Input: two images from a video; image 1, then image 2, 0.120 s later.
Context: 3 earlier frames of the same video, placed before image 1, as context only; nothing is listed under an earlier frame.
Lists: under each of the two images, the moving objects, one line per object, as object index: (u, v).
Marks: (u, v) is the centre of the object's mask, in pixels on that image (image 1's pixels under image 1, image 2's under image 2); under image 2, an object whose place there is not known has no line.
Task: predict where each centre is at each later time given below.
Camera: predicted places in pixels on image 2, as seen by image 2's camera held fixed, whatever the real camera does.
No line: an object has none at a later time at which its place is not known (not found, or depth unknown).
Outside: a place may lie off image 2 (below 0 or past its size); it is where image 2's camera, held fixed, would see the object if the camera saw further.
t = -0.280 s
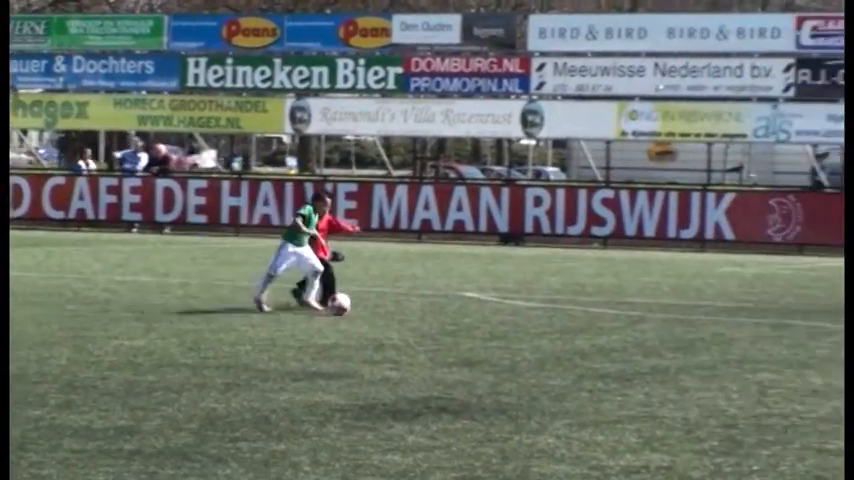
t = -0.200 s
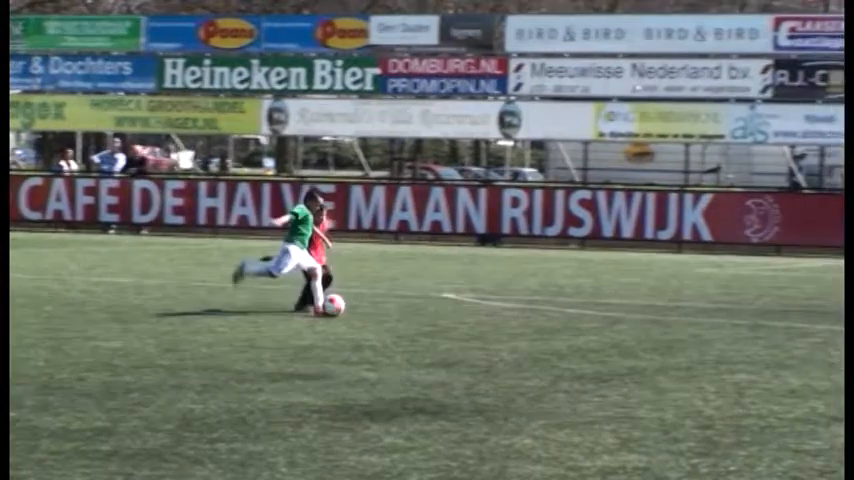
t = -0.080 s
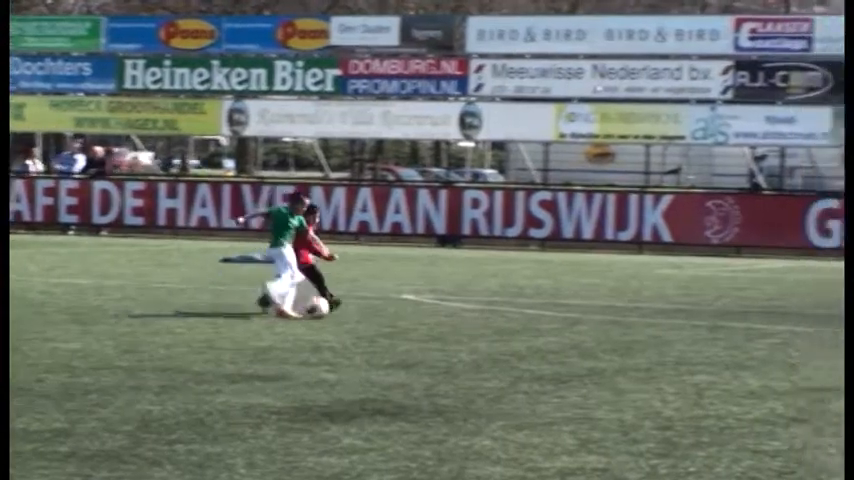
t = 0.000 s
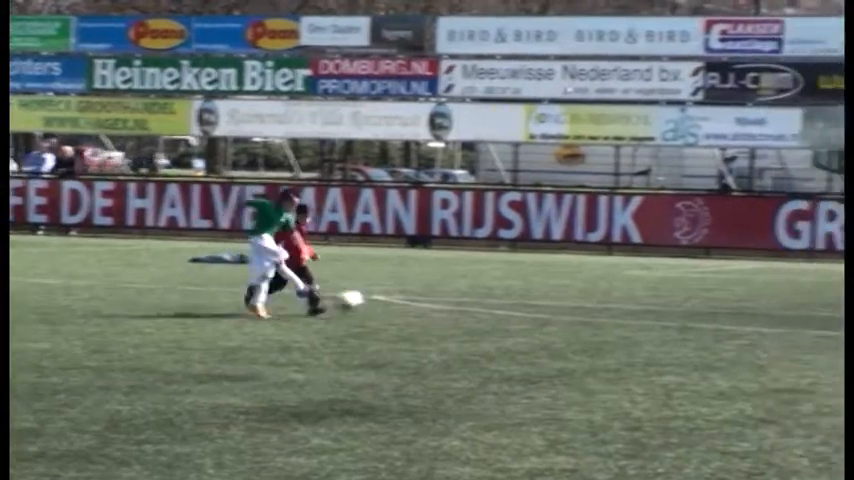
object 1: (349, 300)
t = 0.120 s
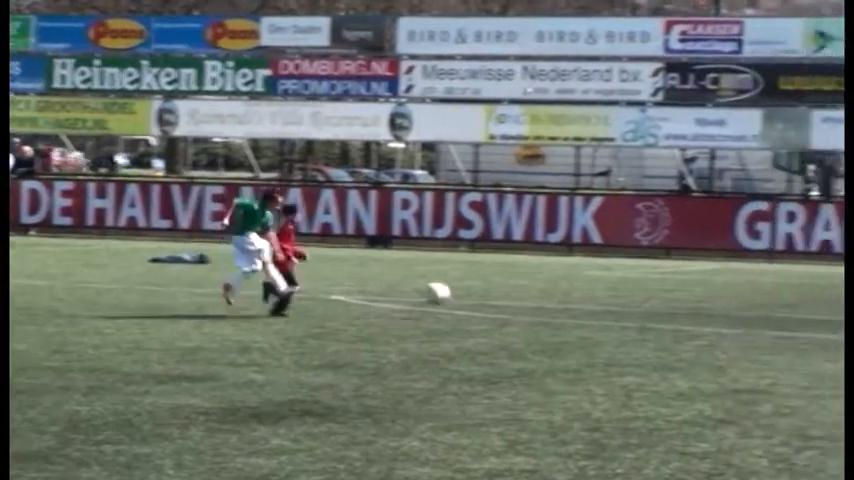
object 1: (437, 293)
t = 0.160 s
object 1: (475, 294)
